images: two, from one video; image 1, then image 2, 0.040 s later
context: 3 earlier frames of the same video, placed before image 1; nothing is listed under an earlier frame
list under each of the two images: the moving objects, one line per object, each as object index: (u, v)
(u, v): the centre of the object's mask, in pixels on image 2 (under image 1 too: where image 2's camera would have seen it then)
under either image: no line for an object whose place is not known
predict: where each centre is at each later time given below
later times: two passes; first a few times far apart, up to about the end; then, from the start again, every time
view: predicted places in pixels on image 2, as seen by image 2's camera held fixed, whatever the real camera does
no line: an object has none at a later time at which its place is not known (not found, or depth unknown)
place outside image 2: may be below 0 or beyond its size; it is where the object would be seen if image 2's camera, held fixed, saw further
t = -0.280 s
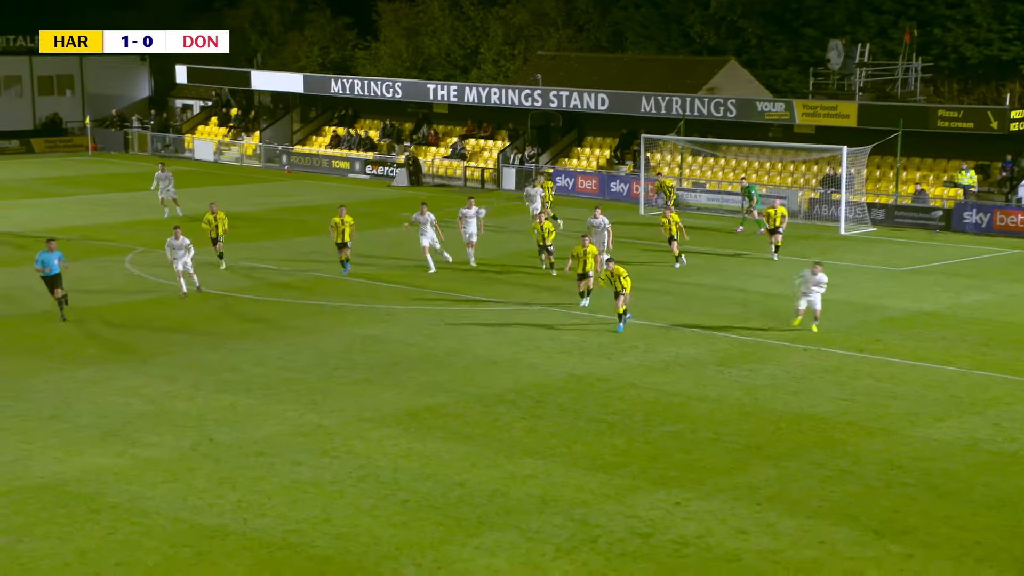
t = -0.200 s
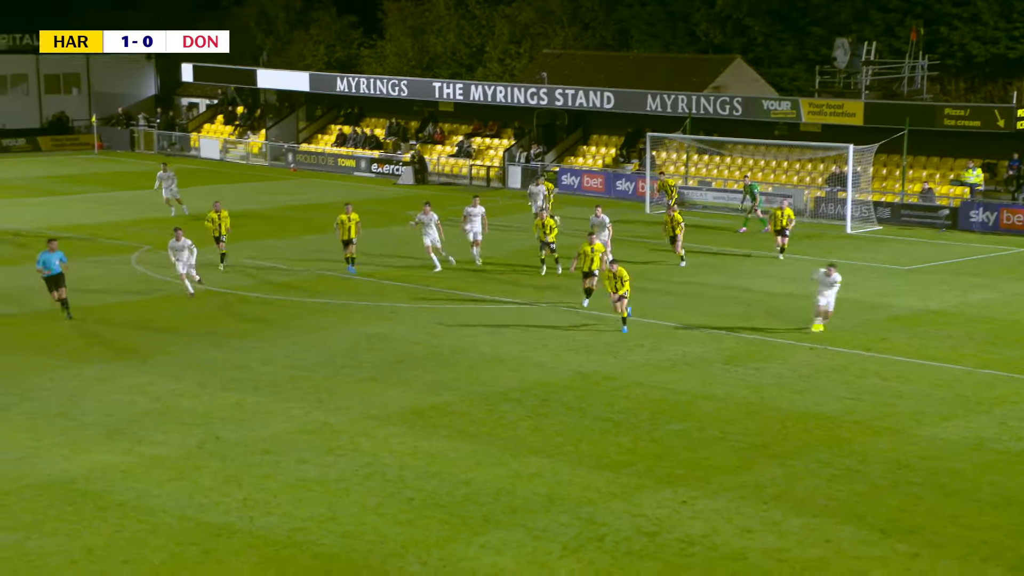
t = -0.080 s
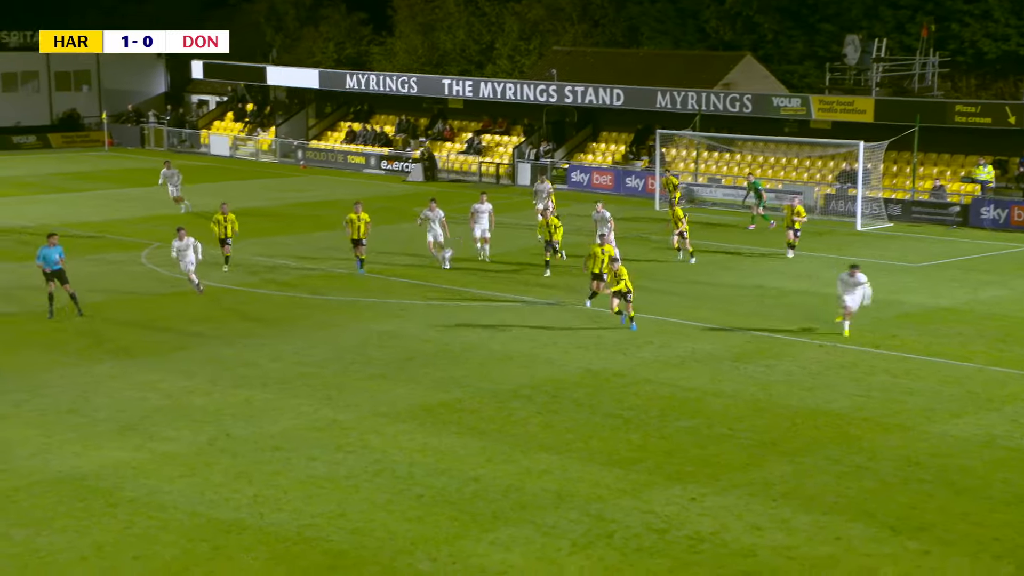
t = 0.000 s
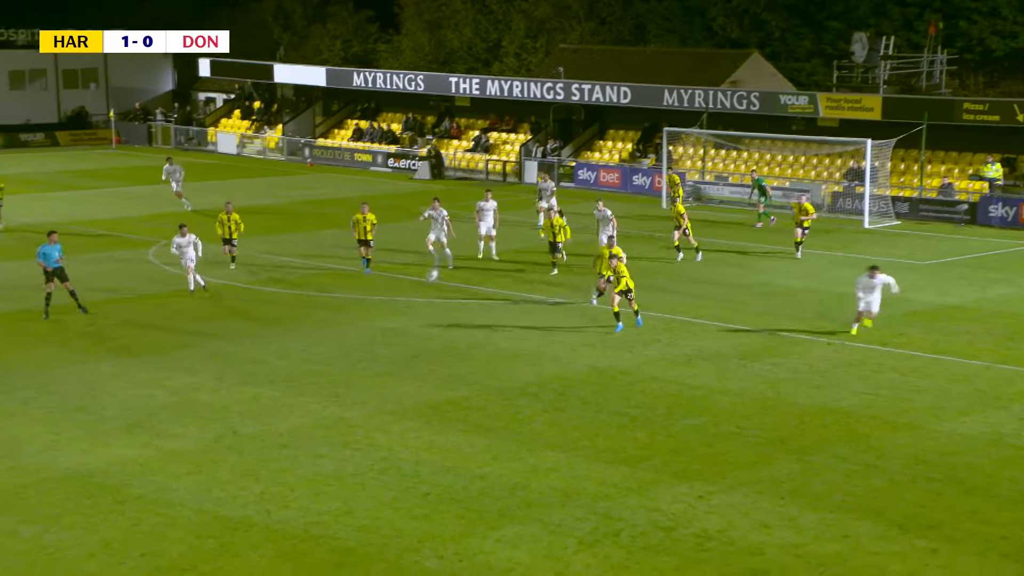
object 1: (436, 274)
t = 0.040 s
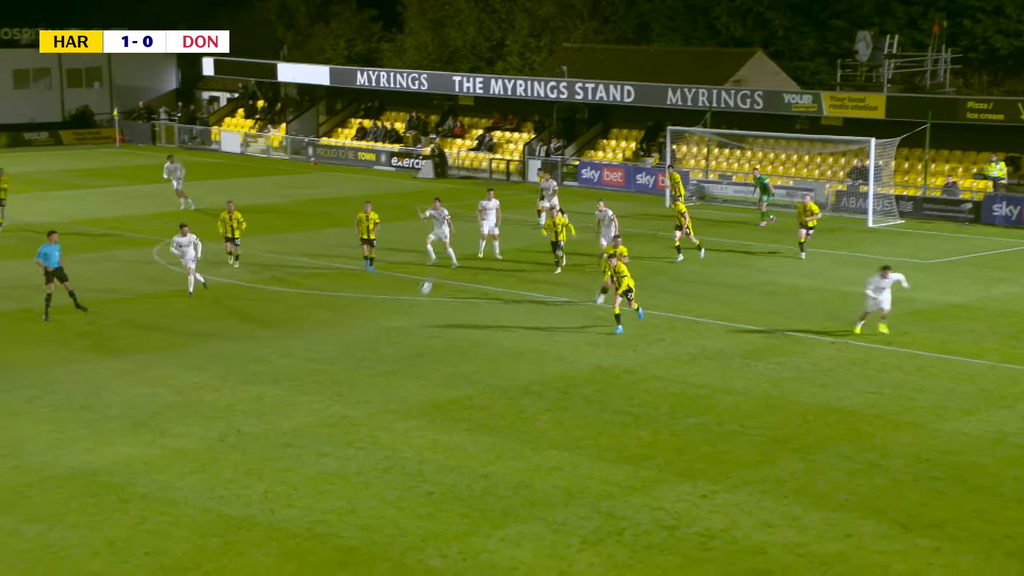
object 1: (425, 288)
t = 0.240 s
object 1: (371, 366)
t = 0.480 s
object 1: (317, 349)
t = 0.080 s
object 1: (415, 301)
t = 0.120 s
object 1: (404, 316)
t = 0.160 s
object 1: (393, 331)
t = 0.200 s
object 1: (381, 348)
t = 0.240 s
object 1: (371, 366)
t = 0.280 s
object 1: (359, 377)
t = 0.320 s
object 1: (351, 371)
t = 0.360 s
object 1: (343, 364)
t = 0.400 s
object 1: (334, 359)
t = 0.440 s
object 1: (326, 353)
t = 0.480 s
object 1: (317, 349)
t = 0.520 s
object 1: (308, 347)
